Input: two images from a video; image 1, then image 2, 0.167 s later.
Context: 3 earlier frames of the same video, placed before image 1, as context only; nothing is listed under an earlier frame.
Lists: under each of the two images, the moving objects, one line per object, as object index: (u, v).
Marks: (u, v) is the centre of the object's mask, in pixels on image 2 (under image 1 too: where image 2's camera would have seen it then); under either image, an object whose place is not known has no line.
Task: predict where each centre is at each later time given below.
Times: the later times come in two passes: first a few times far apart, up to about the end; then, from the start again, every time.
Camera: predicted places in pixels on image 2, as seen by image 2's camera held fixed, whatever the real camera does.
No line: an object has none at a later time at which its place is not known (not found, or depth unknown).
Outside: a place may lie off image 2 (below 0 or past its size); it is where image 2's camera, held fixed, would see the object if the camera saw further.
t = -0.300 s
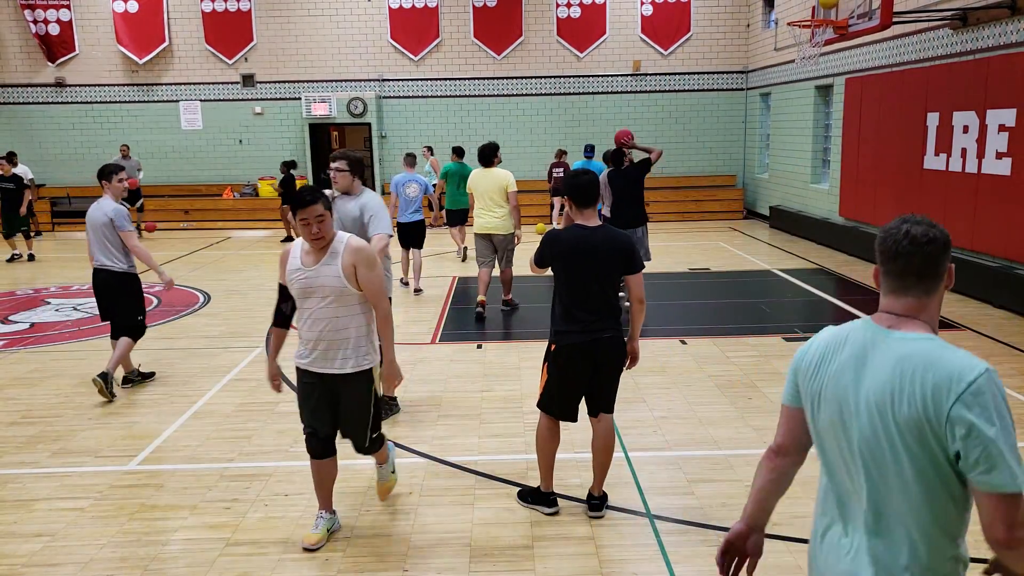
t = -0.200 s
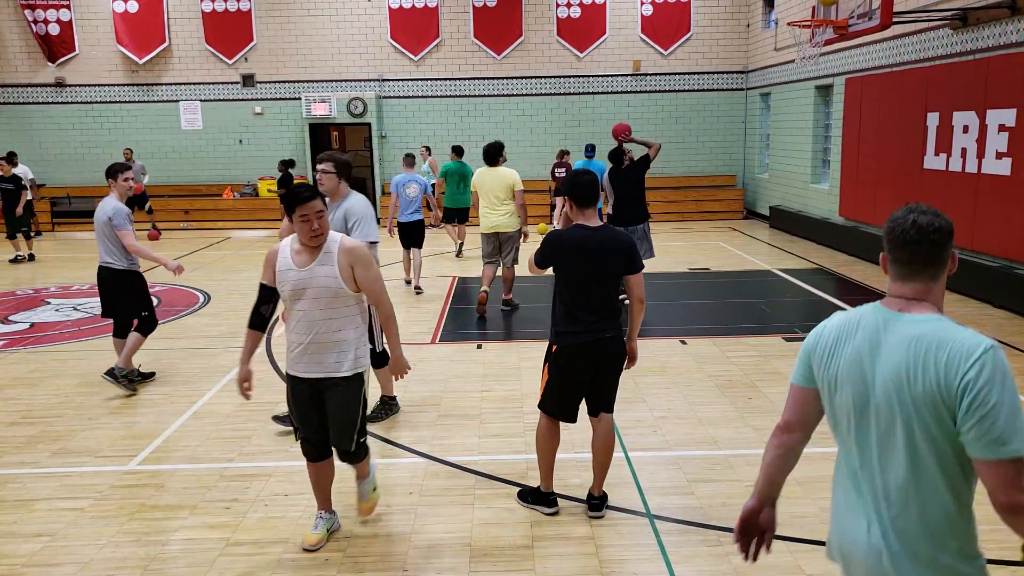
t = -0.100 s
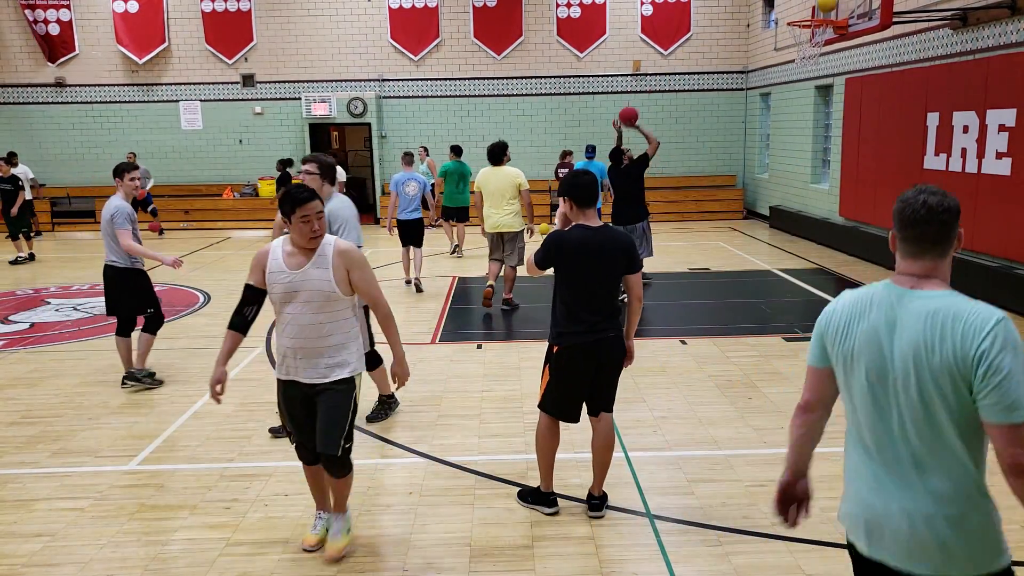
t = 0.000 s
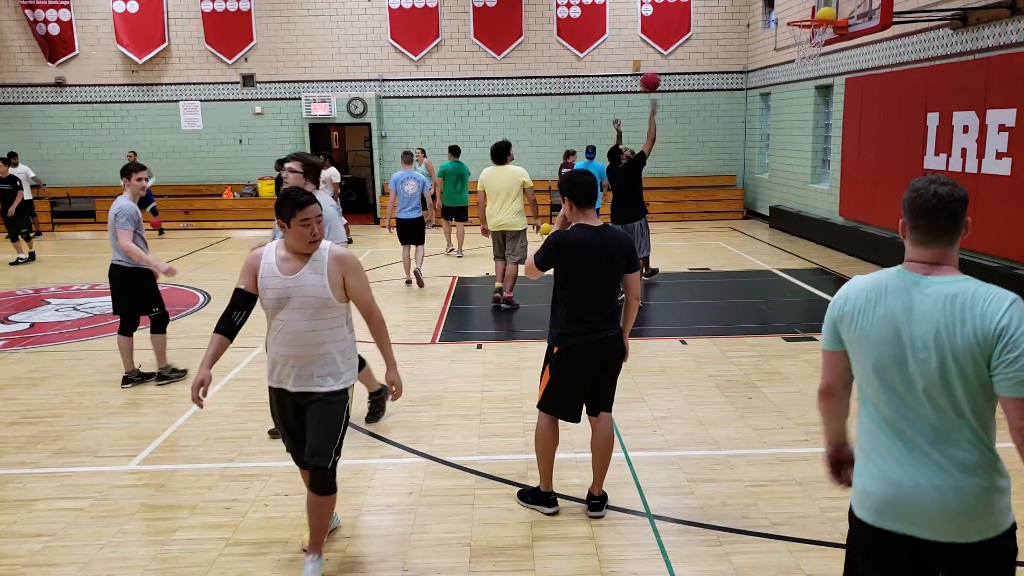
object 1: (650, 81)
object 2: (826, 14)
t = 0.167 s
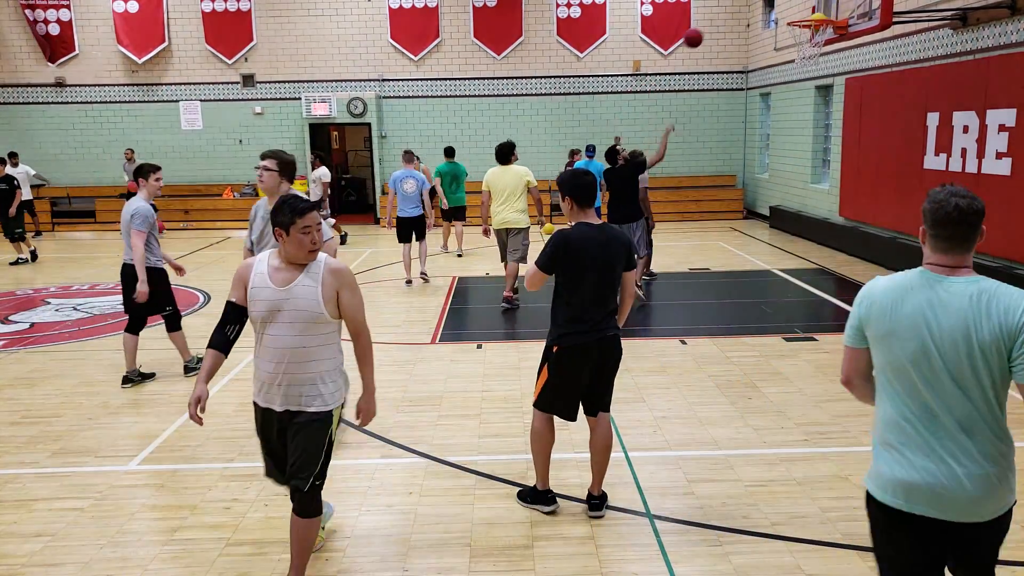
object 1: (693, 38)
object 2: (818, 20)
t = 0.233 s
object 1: (710, 27)
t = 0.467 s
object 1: (768, 24)
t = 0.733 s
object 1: (787, 92)
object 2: (795, 166)
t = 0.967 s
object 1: (792, 200)
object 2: (786, 278)
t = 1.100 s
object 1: (793, 277)
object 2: (784, 227)
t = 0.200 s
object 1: (701, 32)
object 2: (815, 23)
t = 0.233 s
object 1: (710, 27)
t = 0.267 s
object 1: (718, 24)
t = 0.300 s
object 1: (727, 22)
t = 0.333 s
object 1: (735, 20)
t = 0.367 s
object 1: (743, 19)
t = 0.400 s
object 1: (752, 20)
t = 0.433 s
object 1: (759, 21)
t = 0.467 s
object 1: (768, 24)
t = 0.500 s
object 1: (776, 27)
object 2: (804, 77)
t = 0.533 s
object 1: (781, 31)
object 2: (803, 88)
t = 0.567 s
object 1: (782, 39)
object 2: (802, 99)
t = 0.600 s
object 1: (783, 47)
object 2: (801, 112)
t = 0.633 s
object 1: (784, 57)
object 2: (799, 124)
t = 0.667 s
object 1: (785, 68)
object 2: (798, 138)
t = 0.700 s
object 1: (786, 80)
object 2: (796, 151)
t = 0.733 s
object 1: (787, 92)
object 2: (795, 166)
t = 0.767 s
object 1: (788, 105)
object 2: (794, 181)
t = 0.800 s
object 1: (788, 119)
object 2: (793, 197)
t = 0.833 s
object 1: (789, 134)
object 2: (791, 215)
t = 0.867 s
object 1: (790, 150)
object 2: (790, 232)
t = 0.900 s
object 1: (790, 166)
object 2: (789, 250)
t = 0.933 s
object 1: (791, 182)
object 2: (787, 268)
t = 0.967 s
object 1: (792, 200)
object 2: (786, 278)
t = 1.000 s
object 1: (792, 218)
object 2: (785, 264)
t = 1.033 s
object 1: (793, 236)
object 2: (784, 251)
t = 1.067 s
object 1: (793, 256)
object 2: (784, 238)
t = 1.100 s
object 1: (793, 277)
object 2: (784, 227)
